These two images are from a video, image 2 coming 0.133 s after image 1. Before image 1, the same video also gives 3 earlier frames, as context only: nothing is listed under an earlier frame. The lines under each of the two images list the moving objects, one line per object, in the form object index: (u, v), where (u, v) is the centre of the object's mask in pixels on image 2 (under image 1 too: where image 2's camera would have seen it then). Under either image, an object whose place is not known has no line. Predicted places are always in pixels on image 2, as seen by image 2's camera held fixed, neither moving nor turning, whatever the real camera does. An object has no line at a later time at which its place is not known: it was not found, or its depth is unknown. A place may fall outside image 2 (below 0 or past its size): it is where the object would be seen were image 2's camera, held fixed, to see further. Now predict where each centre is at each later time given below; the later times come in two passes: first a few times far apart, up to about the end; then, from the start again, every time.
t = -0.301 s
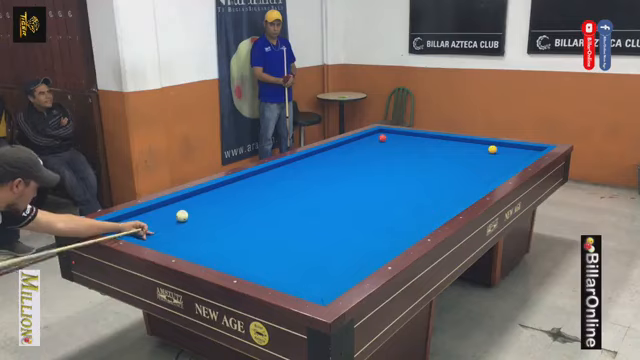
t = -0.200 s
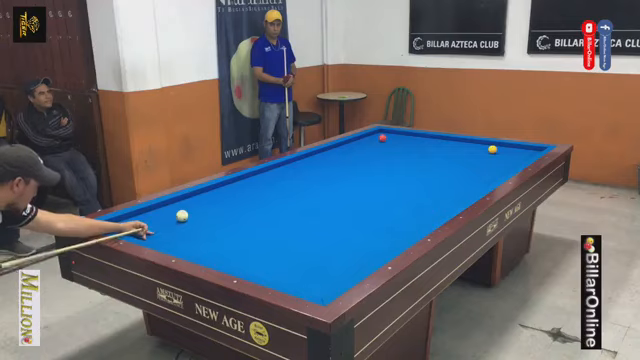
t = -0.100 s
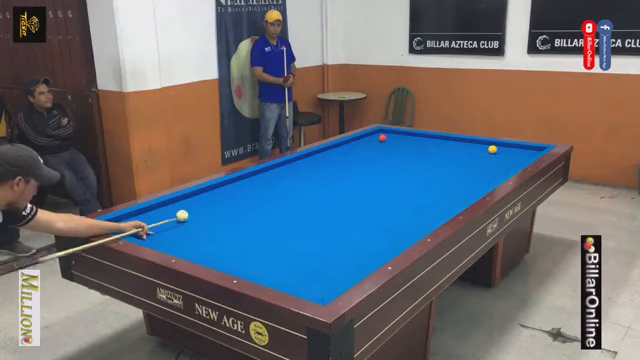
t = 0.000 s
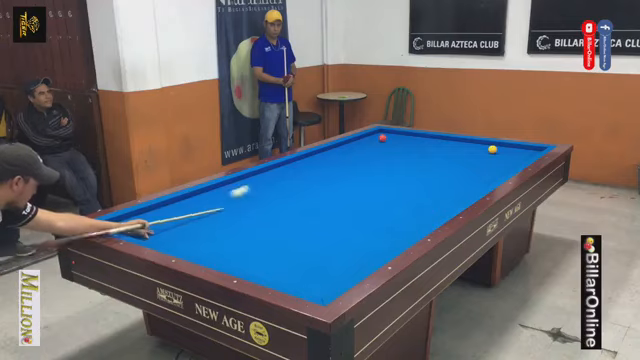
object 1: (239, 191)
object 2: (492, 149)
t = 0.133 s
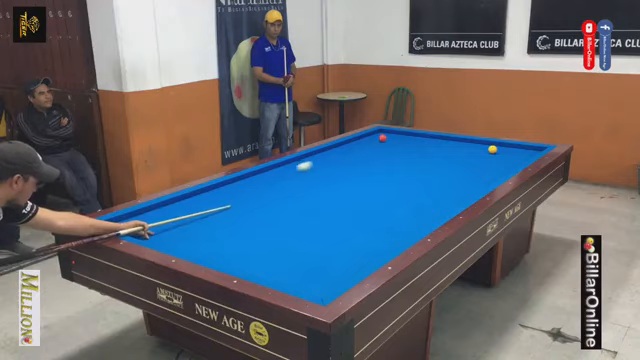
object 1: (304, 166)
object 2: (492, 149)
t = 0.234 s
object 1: (341, 151)
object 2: (492, 149)
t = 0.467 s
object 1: (385, 131)
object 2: (492, 149)
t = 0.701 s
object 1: (411, 144)
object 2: (492, 149)
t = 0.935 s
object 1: (436, 160)
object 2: (492, 149)
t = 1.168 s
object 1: (465, 179)
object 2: (492, 149)
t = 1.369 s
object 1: (452, 191)
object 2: (492, 149)
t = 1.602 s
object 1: (392, 200)
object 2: (492, 149)
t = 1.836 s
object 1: (330, 210)
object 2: (492, 149)
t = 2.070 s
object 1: (263, 220)
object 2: (492, 149)
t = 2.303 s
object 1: (191, 232)
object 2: (492, 149)
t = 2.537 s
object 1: (151, 229)
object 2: (492, 149)
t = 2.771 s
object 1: (153, 210)
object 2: (492, 149)
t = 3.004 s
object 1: (186, 203)
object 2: (492, 149)
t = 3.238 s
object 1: (225, 198)
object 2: (492, 149)
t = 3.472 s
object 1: (261, 193)
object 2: (492, 149)
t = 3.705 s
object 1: (296, 189)
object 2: (492, 149)
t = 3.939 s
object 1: (329, 184)
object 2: (492, 149)
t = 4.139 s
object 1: (355, 181)
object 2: (492, 149)
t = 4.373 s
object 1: (385, 177)
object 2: (492, 149)
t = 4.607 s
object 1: (413, 174)
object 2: (492, 149)
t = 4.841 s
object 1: (440, 170)
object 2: (492, 149)
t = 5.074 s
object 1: (466, 167)
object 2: (492, 149)
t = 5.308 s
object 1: (491, 164)
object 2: (492, 149)
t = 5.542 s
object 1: (514, 161)
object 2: (492, 149)
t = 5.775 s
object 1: (524, 157)
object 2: (492, 149)
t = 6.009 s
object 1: (522, 153)
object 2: (492, 149)
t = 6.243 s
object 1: (521, 149)
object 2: (492, 149)
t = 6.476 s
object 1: (519, 146)
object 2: (492, 149)
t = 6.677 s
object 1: (514, 146)
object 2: (492, 149)
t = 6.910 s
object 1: (508, 148)
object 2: (493, 149)
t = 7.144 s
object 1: (502, 149)
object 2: (492, 149)
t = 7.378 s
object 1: (501, 150)
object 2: (489, 149)
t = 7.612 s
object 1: (501, 150)
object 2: (485, 149)
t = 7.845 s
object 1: (501, 151)
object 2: (482, 149)
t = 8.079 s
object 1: (500, 152)
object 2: (479, 149)
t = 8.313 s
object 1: (501, 153)
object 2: (476, 150)
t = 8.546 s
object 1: (501, 154)
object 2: (474, 150)
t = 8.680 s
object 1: (500, 154)
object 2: (473, 149)
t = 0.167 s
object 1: (317, 161)
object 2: (492, 149)
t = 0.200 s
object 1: (329, 156)
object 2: (492, 149)
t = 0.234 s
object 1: (341, 151)
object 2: (492, 149)
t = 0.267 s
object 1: (351, 147)
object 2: (492, 149)
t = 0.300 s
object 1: (361, 143)
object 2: (492, 149)
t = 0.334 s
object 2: (492, 149)
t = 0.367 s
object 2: (492, 149)
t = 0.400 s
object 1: (370, 134)
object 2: (492, 149)
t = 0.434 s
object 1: (375, 132)
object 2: (492, 149)
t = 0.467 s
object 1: (385, 131)
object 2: (492, 149)
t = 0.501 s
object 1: (394, 131)
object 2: (492, 149)
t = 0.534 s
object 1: (397, 133)
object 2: (492, 149)
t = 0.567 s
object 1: (399, 135)
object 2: (492, 149)
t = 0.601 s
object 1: (402, 138)
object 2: (492, 149)
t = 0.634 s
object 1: (405, 140)
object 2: (492, 149)
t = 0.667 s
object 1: (408, 142)
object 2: (492, 149)
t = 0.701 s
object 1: (411, 144)
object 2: (492, 149)
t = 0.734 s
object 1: (415, 147)
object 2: (492, 149)
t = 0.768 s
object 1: (418, 149)
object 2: (492, 149)
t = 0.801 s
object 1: (421, 151)
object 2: (492, 149)
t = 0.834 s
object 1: (425, 154)
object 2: (492, 149)
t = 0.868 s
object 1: (428, 156)
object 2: (492, 149)
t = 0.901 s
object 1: (432, 158)
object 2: (492, 149)
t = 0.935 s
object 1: (436, 160)
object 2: (492, 149)
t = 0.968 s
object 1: (440, 163)
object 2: (492, 149)
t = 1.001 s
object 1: (444, 165)
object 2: (492, 149)
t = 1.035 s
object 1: (447, 168)
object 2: (492, 149)
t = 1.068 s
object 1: (452, 170)
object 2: (492, 149)
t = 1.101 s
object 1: (456, 173)
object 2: (492, 149)
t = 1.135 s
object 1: (461, 176)
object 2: (492, 149)
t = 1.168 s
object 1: (465, 179)
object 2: (492, 149)
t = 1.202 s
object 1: (470, 182)
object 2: (492, 149)
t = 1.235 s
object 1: (475, 185)
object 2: (492, 149)
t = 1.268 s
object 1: (479, 188)
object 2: (492, 149)
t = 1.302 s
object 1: (471, 189)
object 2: (492, 149)
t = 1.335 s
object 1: (462, 190)
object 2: (492, 149)
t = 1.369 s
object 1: (452, 191)
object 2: (492, 149)
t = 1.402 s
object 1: (443, 192)
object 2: (492, 149)
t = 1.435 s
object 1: (434, 194)
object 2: (492, 149)
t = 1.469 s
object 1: (426, 195)
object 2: (492, 149)
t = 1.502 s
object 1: (417, 196)
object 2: (492, 149)
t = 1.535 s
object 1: (409, 198)
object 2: (492, 149)
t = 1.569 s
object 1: (401, 199)
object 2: (492, 149)
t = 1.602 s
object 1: (392, 200)
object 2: (492, 149)
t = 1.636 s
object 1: (384, 202)
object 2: (492, 149)
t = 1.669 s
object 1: (375, 203)
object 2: (492, 149)
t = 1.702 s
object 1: (367, 204)
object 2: (493, 149)
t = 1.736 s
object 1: (358, 206)
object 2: (492, 149)
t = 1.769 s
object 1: (349, 207)
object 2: (492, 149)
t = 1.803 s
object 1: (339, 208)
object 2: (492, 149)
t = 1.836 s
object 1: (330, 210)
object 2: (492, 149)
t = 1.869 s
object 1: (321, 211)
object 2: (492, 149)
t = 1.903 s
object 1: (312, 213)
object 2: (492, 149)
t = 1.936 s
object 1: (302, 214)
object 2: (492, 149)
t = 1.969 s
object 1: (293, 216)
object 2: (492, 149)
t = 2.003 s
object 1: (283, 217)
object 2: (492, 149)
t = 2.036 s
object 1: (273, 219)
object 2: (492, 149)
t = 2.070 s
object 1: (263, 220)
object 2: (492, 149)
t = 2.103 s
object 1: (253, 222)
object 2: (492, 149)
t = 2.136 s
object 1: (244, 224)
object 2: (492, 149)
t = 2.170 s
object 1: (233, 225)
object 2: (492, 149)
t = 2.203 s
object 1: (223, 227)
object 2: (492, 149)
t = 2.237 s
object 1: (212, 228)
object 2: (492, 149)
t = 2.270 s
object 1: (202, 230)
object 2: (492, 149)
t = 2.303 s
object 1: (191, 232)
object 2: (492, 149)
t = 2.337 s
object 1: (180, 234)
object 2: (492, 149)
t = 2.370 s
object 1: (169, 236)
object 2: (492, 149)
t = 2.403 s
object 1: (158, 237)
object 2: (492, 149)
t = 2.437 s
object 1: (147, 237)
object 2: (492, 149)
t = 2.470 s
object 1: (148, 235)
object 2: (492, 149)
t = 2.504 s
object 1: (149, 232)
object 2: (492, 149)
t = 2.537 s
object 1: (151, 229)
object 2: (492, 149)
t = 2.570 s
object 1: (151, 226)
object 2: (492, 149)
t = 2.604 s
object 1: (152, 223)
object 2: (492, 149)
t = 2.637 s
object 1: (152, 220)
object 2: (492, 149)
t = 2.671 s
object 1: (152, 218)
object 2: (492, 149)
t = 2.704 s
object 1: (153, 215)
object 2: (492, 149)
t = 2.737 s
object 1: (153, 213)
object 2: (492, 149)
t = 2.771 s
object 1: (153, 210)
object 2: (492, 149)
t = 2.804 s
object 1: (153, 208)
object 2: (492, 149)
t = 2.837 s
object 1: (156, 206)
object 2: (492, 149)
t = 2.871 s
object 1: (162, 206)
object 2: (492, 149)
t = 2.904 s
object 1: (169, 205)
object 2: (492, 149)
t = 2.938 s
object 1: (175, 204)
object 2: (492, 149)
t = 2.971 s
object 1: (181, 203)
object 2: (492, 149)
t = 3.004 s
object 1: (186, 203)
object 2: (492, 149)
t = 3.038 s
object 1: (192, 202)
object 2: (492, 149)
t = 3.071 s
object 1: (198, 201)
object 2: (492, 149)
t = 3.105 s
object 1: (203, 201)
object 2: (492, 149)
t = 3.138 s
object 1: (209, 200)
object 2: (492, 149)
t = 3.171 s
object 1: (214, 199)
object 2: (492, 149)
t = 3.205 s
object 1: (220, 198)
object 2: (492, 149)
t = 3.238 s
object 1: (225, 198)
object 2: (492, 149)
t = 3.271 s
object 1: (230, 197)
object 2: (492, 149)
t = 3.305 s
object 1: (236, 197)
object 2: (492, 149)
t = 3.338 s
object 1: (241, 196)
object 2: (492, 149)
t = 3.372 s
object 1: (246, 195)
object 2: (492, 149)
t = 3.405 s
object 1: (251, 195)
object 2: (492, 149)
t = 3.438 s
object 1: (256, 194)
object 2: (492, 149)
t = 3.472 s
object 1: (261, 193)
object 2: (492, 149)
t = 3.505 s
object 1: (266, 193)
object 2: (492, 149)
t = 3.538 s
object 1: (271, 192)
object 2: (492, 149)
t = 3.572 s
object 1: (276, 191)
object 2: (492, 149)
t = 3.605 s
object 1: (281, 191)
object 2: (492, 149)
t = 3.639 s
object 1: (286, 190)
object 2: (492, 149)
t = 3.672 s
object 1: (291, 189)
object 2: (492, 149)
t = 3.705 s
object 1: (296, 189)
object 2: (492, 149)
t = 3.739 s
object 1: (301, 188)
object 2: (492, 149)
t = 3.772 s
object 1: (305, 187)
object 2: (492, 149)
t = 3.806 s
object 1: (310, 187)
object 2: (492, 149)
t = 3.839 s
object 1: (315, 186)
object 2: (492, 149)
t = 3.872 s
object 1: (319, 186)
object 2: (492, 149)
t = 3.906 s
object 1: (324, 185)
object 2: (492, 149)
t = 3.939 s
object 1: (329, 184)
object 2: (492, 149)
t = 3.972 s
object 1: (333, 184)
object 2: (492, 149)
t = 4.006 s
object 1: (338, 183)
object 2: (492, 149)
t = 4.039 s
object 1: (342, 183)
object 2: (492, 149)
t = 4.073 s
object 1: (346, 182)
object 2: (492, 149)
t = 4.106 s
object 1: (351, 182)
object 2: (492, 149)
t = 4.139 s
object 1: (355, 181)
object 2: (492, 149)
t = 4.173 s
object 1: (360, 180)
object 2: (492, 149)
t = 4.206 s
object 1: (364, 180)
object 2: (492, 149)
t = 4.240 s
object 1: (368, 179)
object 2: (492, 149)
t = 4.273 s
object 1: (372, 179)
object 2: (492, 149)
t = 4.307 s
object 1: (377, 178)
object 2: (492, 149)
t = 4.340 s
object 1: (381, 178)
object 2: (492, 149)
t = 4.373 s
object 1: (385, 177)
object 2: (492, 149)
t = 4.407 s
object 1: (389, 177)
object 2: (492, 149)
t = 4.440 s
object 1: (393, 176)
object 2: (492, 149)
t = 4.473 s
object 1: (397, 176)
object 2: (492, 149)
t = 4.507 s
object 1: (401, 175)
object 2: (492, 149)
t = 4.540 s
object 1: (405, 175)
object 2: (492, 149)
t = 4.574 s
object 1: (409, 174)
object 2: (492, 149)
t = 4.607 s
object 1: (413, 174)
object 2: (492, 149)
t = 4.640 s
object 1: (417, 173)
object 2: (492, 149)
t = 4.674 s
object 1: (421, 173)
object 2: (492, 149)
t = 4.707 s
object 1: (425, 172)
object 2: (492, 149)
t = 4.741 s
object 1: (429, 172)
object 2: (492, 149)
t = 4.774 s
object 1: (433, 171)
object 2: (492, 149)
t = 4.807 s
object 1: (437, 171)
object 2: (492, 149)
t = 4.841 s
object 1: (440, 170)
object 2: (492, 149)
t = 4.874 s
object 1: (444, 170)
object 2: (492, 149)
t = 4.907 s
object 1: (448, 169)
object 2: (492, 149)
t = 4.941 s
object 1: (451, 169)
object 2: (492, 149)
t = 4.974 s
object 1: (455, 168)
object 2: (492, 149)
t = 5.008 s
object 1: (459, 168)
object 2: (492, 149)
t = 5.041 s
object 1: (463, 167)
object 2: (492, 149)
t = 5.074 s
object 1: (466, 167)
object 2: (492, 149)
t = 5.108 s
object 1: (470, 166)
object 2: (492, 149)
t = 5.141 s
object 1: (473, 166)
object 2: (492, 149)
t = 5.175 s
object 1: (477, 165)
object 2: (492, 149)
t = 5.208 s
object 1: (480, 165)
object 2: (492, 149)
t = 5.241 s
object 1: (484, 164)
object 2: (492, 149)
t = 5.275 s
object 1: (487, 164)
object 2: (492, 149)
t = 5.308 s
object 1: (491, 164)
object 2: (492, 149)
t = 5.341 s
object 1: (494, 163)
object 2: (492, 149)
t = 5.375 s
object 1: (498, 163)
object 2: (492, 149)
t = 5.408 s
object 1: (501, 162)
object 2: (492, 149)
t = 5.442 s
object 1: (504, 162)
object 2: (492, 149)
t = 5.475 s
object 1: (507, 161)
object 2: (492, 149)
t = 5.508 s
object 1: (511, 161)
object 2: (492, 149)
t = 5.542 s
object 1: (514, 161)
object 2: (492, 149)
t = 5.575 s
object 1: (518, 160)
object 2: (492, 149)
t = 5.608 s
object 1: (521, 159)
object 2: (492, 149)
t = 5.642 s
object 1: (524, 159)
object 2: (492, 149)
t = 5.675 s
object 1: (525, 159)
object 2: (492, 149)
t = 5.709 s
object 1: (525, 158)
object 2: (492, 149)
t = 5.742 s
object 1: (524, 157)
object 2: (492, 149)
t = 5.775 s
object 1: (524, 157)
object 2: (492, 149)
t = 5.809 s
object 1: (524, 156)
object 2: (492, 149)
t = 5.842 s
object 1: (523, 156)
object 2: (492, 149)
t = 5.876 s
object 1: (523, 155)
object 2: (492, 149)
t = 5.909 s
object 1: (523, 154)
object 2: (492, 149)
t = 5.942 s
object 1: (523, 154)
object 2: (492, 149)
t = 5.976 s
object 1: (523, 154)
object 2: (492, 149)
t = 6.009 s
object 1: (522, 153)
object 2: (492, 149)
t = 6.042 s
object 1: (522, 152)
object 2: (492, 149)
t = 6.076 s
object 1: (522, 152)
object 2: (492, 149)
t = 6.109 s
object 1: (522, 151)
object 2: (492, 149)
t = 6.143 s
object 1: (521, 151)
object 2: (492, 149)
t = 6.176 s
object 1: (521, 150)
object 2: (492, 149)
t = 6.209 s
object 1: (521, 150)
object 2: (492, 149)
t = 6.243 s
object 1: (521, 149)
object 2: (492, 149)
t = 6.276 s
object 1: (520, 148)
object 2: (492, 149)
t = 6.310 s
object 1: (520, 148)
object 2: (492, 149)
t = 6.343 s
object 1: (520, 147)
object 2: (492, 149)
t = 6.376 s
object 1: (520, 147)
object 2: (492, 149)
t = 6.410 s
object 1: (520, 146)
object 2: (492, 149)
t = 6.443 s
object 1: (520, 146)
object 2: (492, 149)
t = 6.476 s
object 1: (519, 146)
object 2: (492, 149)
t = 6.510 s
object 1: (518, 146)
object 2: (492, 149)
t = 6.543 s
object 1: (517, 146)
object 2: (492, 149)
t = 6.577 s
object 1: (517, 146)
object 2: (492, 149)
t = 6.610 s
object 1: (516, 146)
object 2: (493, 149)
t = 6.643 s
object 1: (515, 146)
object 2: (492, 149)
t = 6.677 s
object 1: (514, 146)
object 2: (492, 149)
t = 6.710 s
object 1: (513, 146)
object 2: (493, 149)
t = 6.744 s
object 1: (512, 147)
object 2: (493, 149)
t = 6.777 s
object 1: (511, 147)
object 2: (493, 149)
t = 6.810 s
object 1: (511, 147)
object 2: (493, 149)
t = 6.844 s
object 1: (510, 147)
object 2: (493, 149)
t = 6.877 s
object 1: (509, 147)
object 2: (493, 149)
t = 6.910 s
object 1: (508, 148)
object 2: (493, 149)
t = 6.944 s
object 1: (507, 148)
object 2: (493, 149)
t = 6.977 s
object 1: (506, 148)
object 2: (492, 149)
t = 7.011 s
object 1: (506, 148)
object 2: (492, 149)
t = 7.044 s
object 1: (505, 148)
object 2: (492, 149)
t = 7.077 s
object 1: (504, 148)
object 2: (492, 149)
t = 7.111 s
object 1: (503, 148)
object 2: (492, 149)
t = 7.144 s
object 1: (502, 149)
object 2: (492, 149)
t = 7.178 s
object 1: (501, 149)
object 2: (492, 149)
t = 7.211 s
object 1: (501, 149)
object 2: (492, 149)
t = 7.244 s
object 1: (501, 149)
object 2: (491, 149)
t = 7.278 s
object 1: (501, 149)
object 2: (491, 149)
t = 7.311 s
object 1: (501, 149)
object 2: (490, 149)
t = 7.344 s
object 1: (501, 149)
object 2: (490, 149)
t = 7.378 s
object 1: (501, 150)
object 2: (489, 149)
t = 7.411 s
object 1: (500, 150)
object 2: (489, 149)
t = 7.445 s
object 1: (501, 150)
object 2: (488, 149)
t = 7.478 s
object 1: (501, 150)
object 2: (487, 149)
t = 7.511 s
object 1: (501, 150)
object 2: (487, 149)
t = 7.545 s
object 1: (501, 150)
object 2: (487, 149)
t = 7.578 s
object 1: (501, 150)
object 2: (486, 149)
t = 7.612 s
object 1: (501, 150)
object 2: (485, 149)
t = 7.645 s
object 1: (501, 151)
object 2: (485, 149)
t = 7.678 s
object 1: (500, 151)
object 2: (485, 149)
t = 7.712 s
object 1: (500, 151)
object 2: (484, 149)
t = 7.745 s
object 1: (501, 151)
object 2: (484, 149)
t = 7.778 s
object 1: (500, 151)
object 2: (483, 149)
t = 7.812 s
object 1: (500, 151)
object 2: (483, 149)
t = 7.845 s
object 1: (501, 151)
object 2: (482, 149)
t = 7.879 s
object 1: (500, 151)
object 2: (482, 149)
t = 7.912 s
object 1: (500, 152)
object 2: (481, 149)
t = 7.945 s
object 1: (500, 152)
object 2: (481, 149)
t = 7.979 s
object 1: (500, 152)
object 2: (481, 149)
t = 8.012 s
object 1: (501, 152)
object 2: (480, 149)
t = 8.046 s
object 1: (501, 152)
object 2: (480, 149)
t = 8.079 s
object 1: (500, 152)
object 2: (479, 149)
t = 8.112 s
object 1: (500, 153)
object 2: (479, 149)
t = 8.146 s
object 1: (500, 153)
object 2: (478, 149)
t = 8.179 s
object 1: (501, 153)
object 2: (478, 150)
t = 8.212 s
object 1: (501, 153)
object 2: (477, 149)
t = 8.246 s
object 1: (501, 153)
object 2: (477, 150)
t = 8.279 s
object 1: (501, 153)
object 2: (477, 150)
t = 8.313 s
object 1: (501, 153)
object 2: (476, 150)
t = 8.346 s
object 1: (501, 153)
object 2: (476, 150)
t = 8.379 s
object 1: (501, 153)
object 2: (475, 150)
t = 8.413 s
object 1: (501, 153)
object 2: (475, 150)
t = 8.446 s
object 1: (501, 154)
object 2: (475, 150)
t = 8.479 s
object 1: (501, 154)
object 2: (475, 150)
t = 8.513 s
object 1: (501, 154)
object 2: (474, 150)
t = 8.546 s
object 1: (501, 154)
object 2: (474, 150)
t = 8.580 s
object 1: (500, 154)
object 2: (474, 150)
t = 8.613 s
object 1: (501, 154)
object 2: (475, 150)
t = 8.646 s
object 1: (501, 154)
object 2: (473, 149)
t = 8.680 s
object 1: (500, 154)
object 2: (473, 149)
